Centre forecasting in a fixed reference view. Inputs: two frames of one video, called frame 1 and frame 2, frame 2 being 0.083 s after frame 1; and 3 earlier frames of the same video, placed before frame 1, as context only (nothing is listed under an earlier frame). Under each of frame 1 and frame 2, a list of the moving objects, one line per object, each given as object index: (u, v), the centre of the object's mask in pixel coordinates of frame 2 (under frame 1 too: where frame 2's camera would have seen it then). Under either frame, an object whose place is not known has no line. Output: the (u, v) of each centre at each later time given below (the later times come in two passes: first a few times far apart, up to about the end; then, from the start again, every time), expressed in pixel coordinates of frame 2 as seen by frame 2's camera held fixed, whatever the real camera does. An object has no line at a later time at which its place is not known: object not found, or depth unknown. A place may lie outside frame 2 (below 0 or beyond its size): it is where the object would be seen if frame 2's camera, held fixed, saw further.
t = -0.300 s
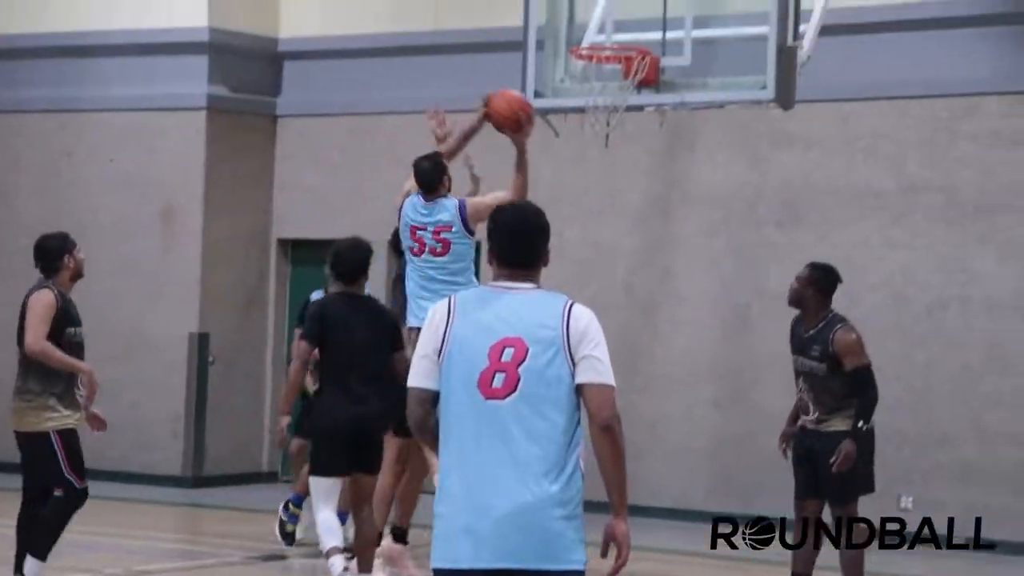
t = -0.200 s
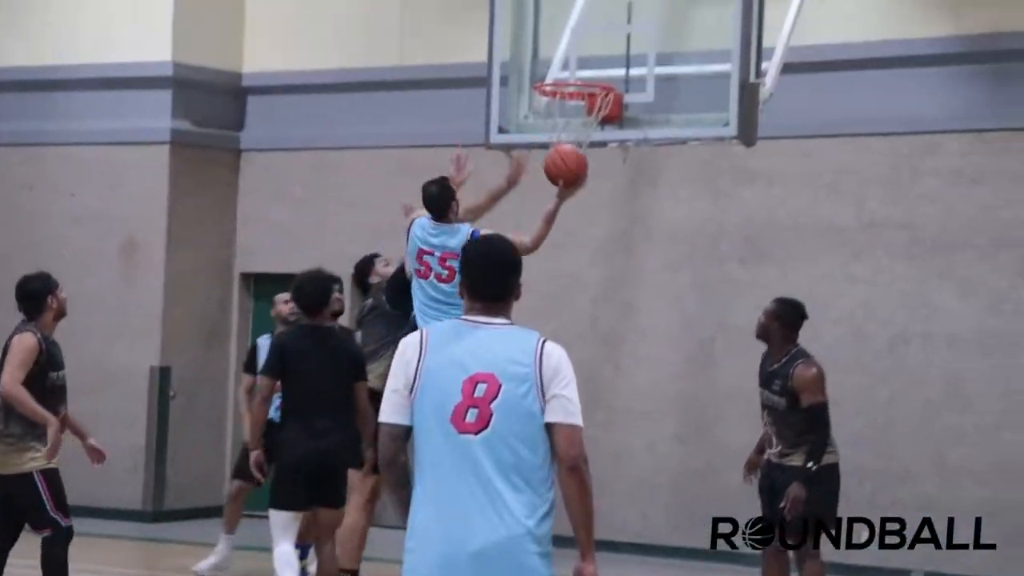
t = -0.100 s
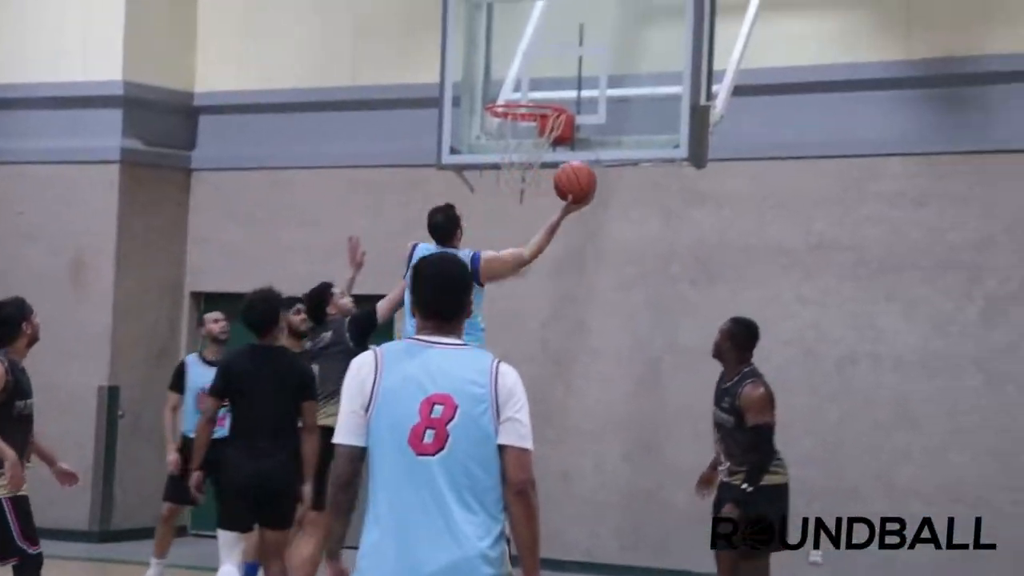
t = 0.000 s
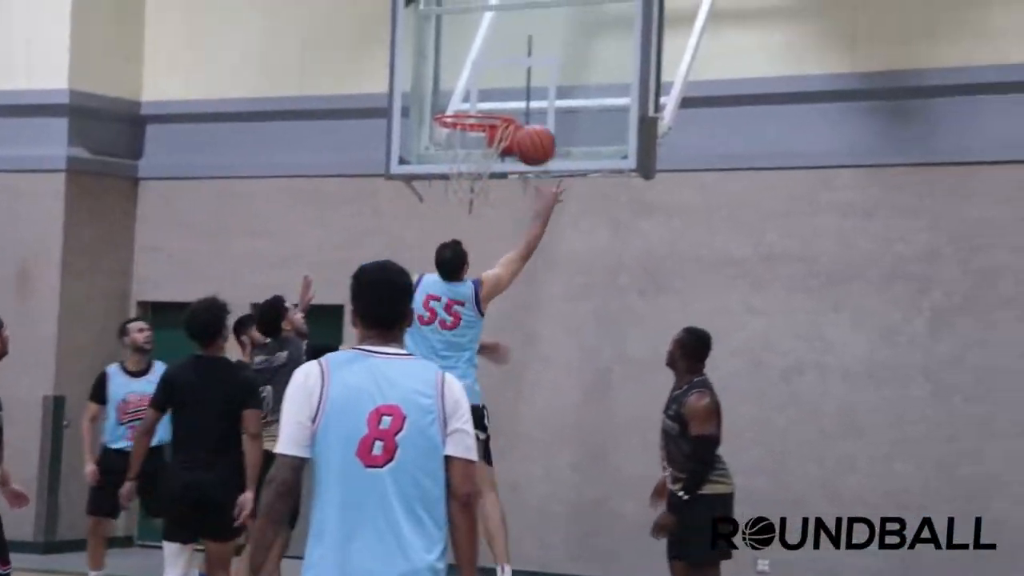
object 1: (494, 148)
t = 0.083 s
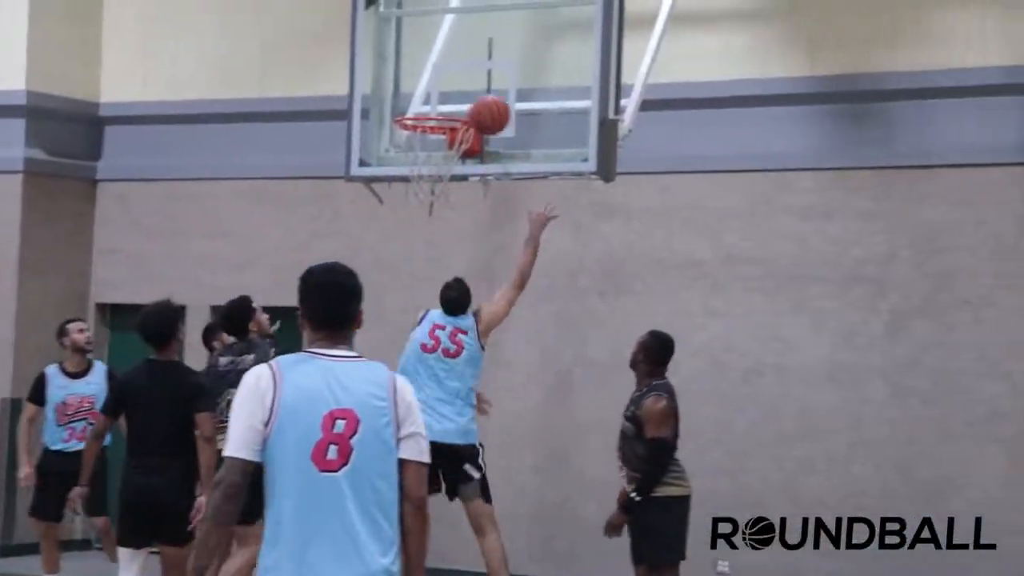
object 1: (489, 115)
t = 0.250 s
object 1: (477, 87)
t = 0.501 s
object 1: (423, 117)
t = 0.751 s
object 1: (454, 169)
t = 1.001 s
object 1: (478, 245)
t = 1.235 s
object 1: (497, 411)
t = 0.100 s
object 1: (488, 110)
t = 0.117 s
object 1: (487, 105)
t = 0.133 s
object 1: (485, 101)
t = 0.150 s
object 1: (484, 98)
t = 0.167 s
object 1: (483, 95)
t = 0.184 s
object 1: (482, 92)
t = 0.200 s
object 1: (481, 90)
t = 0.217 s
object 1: (479, 88)
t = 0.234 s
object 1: (478, 87)
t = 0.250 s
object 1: (477, 87)
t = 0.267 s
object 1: (476, 86)
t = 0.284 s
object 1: (475, 86)
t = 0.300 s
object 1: (473, 87)
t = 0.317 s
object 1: (472, 88)
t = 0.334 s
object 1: (470, 89)
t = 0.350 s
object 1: (466, 90)
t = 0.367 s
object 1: (462, 91)
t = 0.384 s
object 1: (457, 93)
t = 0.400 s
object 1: (453, 96)
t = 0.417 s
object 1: (448, 98)
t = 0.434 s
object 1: (443, 100)
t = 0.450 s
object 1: (439, 102)
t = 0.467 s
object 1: (434, 103)
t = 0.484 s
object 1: (428, 112)
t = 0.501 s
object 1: (423, 117)
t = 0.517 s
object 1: (420, 123)
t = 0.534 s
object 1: (420, 126)
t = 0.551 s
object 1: (422, 130)
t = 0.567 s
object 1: (424, 135)
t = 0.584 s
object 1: (427, 141)
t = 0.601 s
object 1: (430, 142)
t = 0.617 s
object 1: (431, 149)
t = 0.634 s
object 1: (434, 155)
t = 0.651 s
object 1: (436, 159)
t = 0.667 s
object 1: (439, 162)
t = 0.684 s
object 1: (442, 164)
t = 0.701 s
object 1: (446, 164)
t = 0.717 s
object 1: (449, 165)
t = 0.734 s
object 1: (451, 168)
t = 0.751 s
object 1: (454, 169)
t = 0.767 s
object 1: (456, 171)
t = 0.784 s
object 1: (458, 174)
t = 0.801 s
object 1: (459, 177)
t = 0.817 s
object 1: (461, 184)
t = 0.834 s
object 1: (463, 186)
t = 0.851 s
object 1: (465, 189)
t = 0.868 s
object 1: (467, 193)
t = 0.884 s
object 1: (468, 196)
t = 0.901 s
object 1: (469, 202)
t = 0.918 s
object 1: (471, 208)
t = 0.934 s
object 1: (473, 215)
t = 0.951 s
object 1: (474, 222)
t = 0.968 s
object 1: (476, 229)
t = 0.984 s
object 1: (477, 237)
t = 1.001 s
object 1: (478, 245)
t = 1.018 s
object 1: (480, 254)
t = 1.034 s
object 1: (481, 263)
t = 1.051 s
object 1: (482, 272)
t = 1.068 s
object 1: (484, 283)
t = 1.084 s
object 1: (486, 294)
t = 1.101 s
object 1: (487, 305)
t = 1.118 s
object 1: (488, 316)
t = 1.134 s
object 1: (489, 328)
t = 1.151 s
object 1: (490, 341)
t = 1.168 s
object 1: (491, 354)
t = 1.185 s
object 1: (493, 367)
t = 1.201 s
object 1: (495, 382)
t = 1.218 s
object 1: (496, 396)
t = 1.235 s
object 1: (497, 411)
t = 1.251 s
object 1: (497, 426)
